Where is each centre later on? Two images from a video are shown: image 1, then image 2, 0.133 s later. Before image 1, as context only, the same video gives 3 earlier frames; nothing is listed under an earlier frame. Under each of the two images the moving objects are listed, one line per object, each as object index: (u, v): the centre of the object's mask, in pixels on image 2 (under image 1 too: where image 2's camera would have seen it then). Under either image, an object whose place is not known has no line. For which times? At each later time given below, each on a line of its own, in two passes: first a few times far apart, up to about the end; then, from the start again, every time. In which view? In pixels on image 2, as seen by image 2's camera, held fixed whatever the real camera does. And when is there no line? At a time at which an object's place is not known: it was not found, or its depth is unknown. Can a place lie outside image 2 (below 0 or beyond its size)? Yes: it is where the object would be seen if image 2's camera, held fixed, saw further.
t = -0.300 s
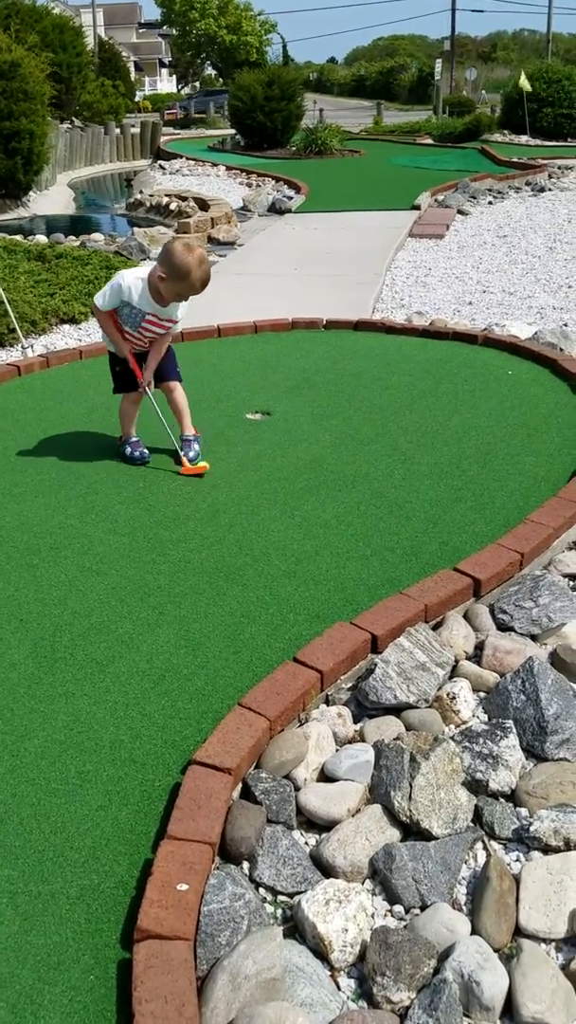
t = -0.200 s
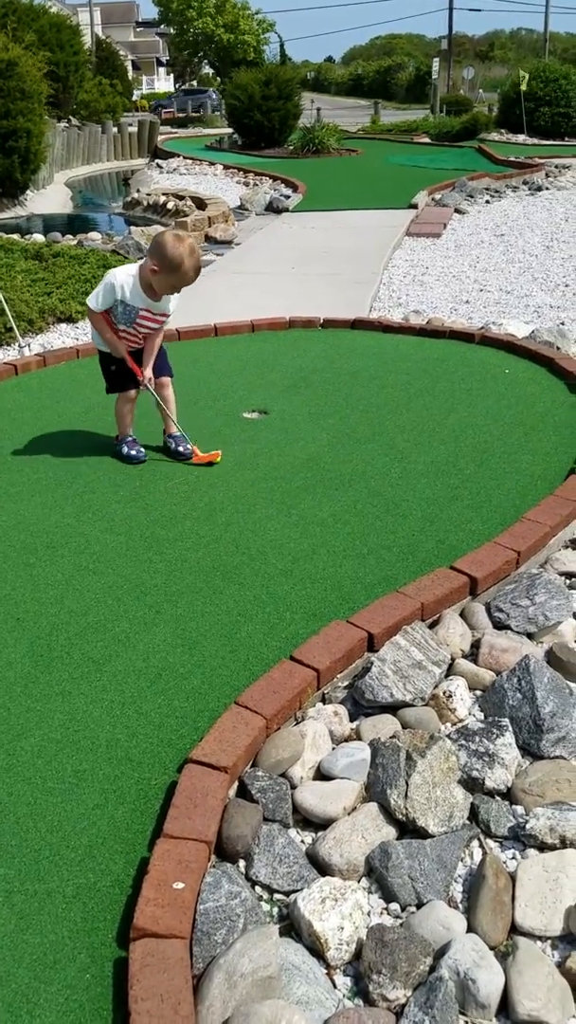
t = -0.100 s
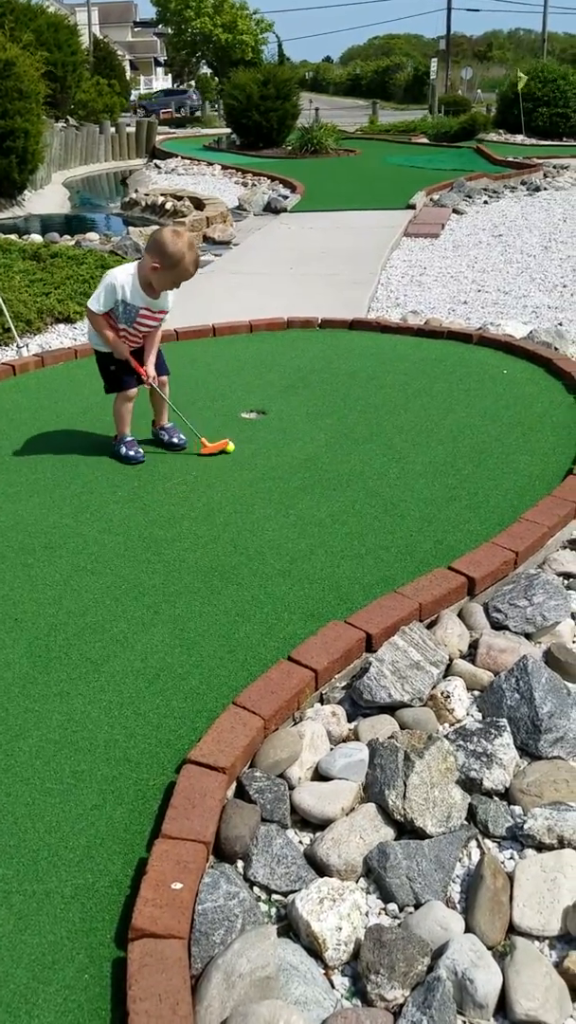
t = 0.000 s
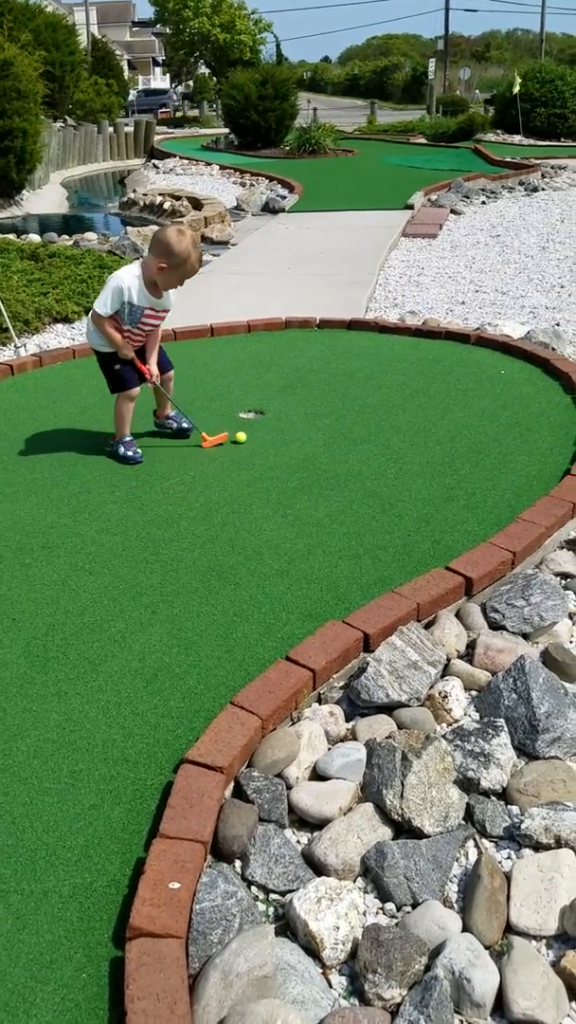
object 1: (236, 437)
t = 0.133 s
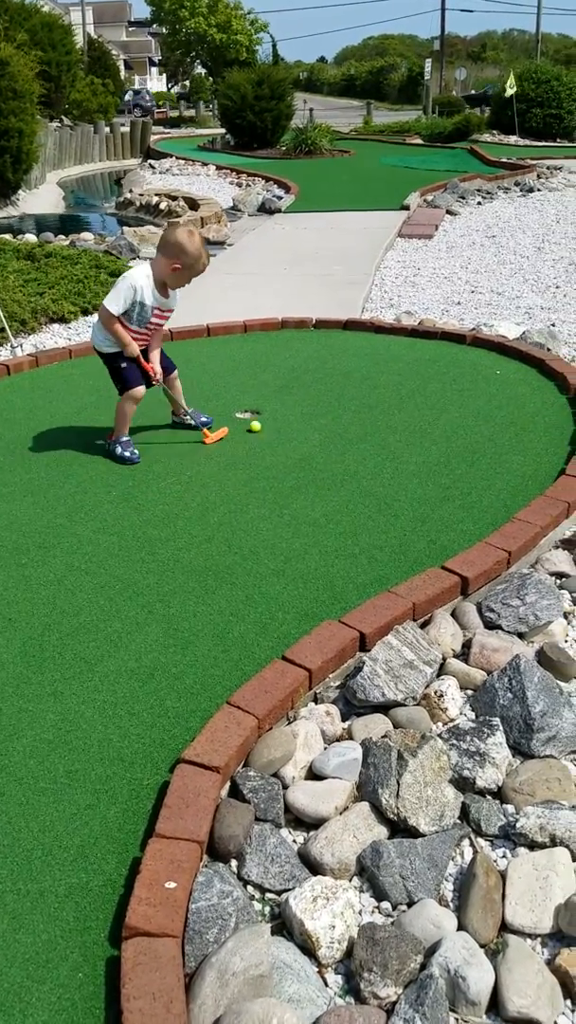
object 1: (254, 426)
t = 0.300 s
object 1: (275, 414)
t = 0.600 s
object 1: (308, 395)
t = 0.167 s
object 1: (259, 424)
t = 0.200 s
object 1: (263, 421)
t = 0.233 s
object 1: (267, 419)
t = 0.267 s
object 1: (271, 416)
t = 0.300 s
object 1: (275, 414)
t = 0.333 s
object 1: (279, 411)
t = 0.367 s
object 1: (283, 409)
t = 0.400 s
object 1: (287, 407)
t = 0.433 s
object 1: (291, 405)
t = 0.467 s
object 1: (294, 403)
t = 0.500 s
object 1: (298, 401)
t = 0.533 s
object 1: (301, 399)
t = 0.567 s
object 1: (305, 397)
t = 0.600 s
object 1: (308, 395)
